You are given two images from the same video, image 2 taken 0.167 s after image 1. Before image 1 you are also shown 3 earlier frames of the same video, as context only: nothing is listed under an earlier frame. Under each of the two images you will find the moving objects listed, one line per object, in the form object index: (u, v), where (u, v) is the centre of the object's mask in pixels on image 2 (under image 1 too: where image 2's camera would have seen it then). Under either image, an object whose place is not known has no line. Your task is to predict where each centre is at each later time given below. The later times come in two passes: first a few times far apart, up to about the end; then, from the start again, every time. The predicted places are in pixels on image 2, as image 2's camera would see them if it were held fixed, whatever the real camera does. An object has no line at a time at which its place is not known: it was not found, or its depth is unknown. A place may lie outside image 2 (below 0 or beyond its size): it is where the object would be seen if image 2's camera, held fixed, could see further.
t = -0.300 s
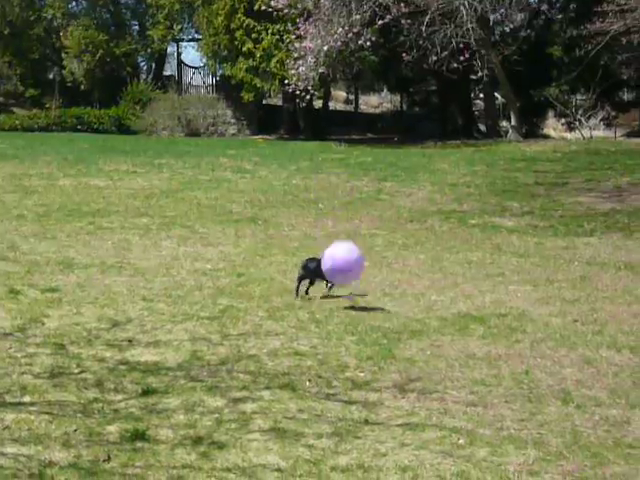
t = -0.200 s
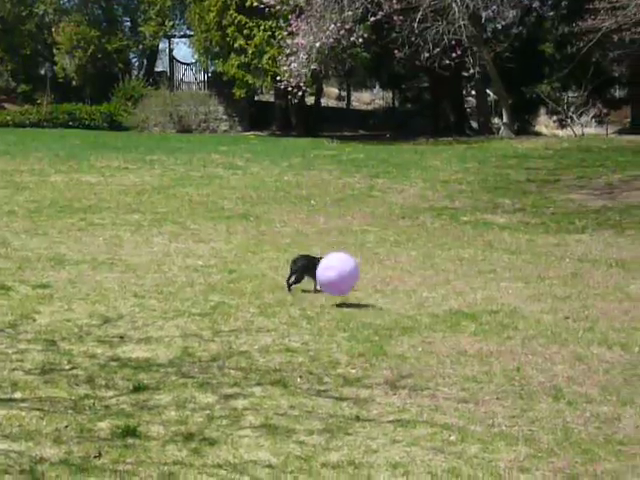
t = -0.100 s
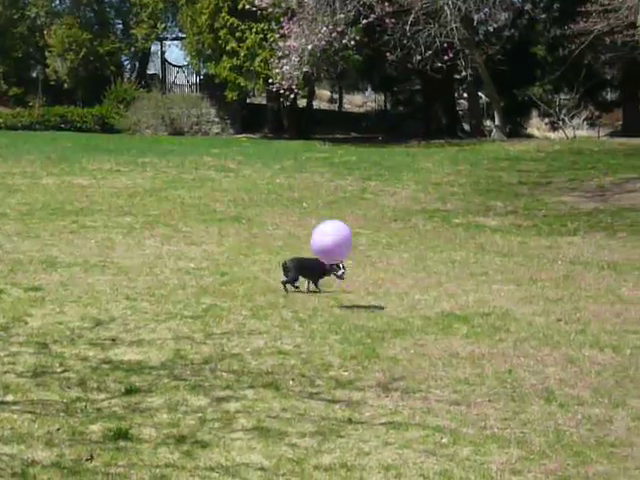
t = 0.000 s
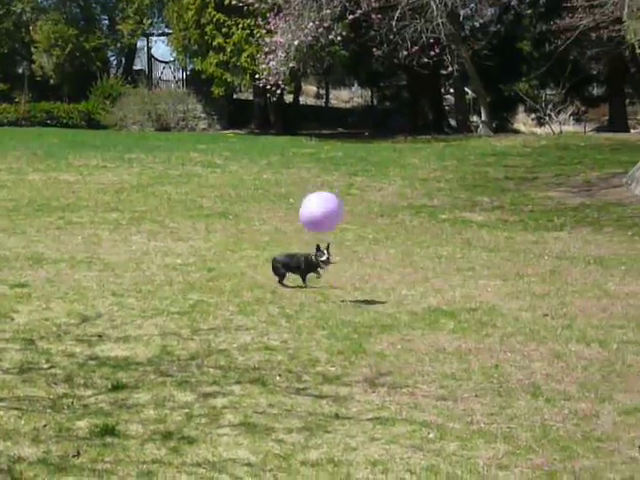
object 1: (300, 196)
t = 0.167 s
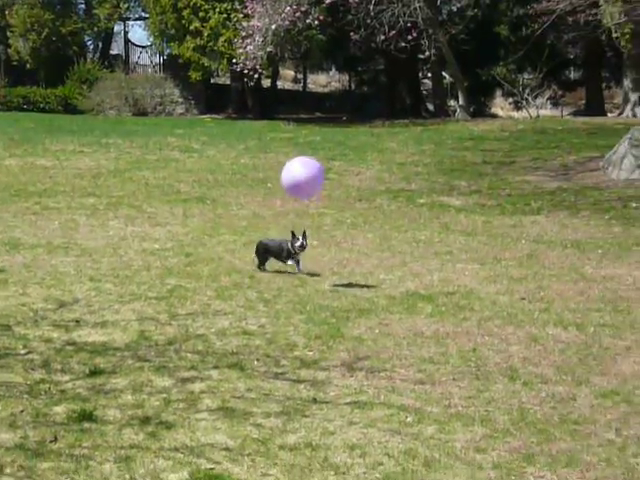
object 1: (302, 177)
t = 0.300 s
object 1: (305, 180)
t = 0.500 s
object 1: (312, 215)
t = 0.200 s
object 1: (303, 176)
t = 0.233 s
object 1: (303, 176)
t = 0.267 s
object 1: (305, 177)
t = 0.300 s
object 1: (305, 180)
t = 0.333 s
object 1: (306, 183)
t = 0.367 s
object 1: (307, 188)
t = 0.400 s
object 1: (308, 193)
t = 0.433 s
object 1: (309, 199)
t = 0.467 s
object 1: (310, 207)
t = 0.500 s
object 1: (312, 215)
